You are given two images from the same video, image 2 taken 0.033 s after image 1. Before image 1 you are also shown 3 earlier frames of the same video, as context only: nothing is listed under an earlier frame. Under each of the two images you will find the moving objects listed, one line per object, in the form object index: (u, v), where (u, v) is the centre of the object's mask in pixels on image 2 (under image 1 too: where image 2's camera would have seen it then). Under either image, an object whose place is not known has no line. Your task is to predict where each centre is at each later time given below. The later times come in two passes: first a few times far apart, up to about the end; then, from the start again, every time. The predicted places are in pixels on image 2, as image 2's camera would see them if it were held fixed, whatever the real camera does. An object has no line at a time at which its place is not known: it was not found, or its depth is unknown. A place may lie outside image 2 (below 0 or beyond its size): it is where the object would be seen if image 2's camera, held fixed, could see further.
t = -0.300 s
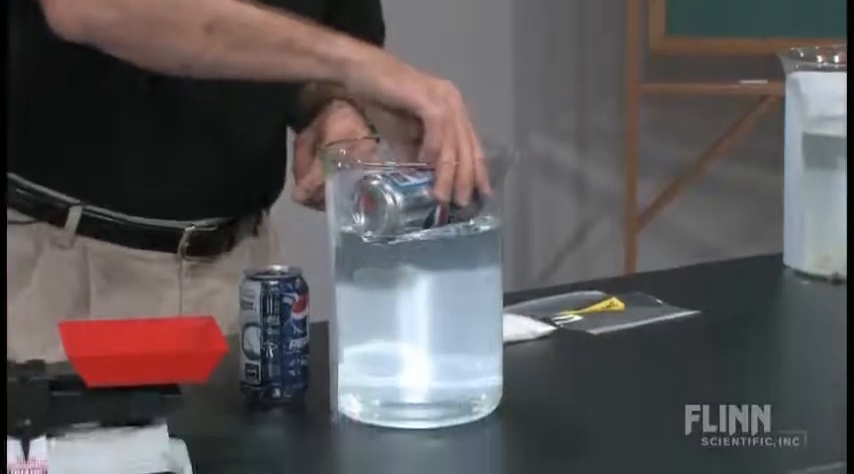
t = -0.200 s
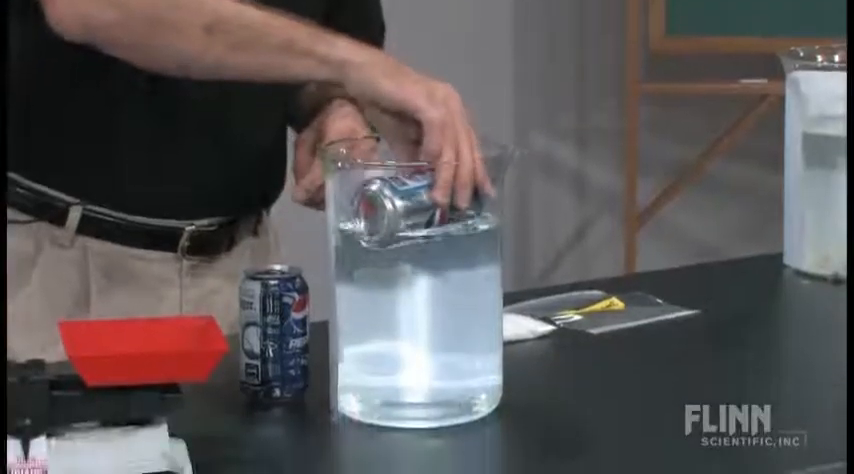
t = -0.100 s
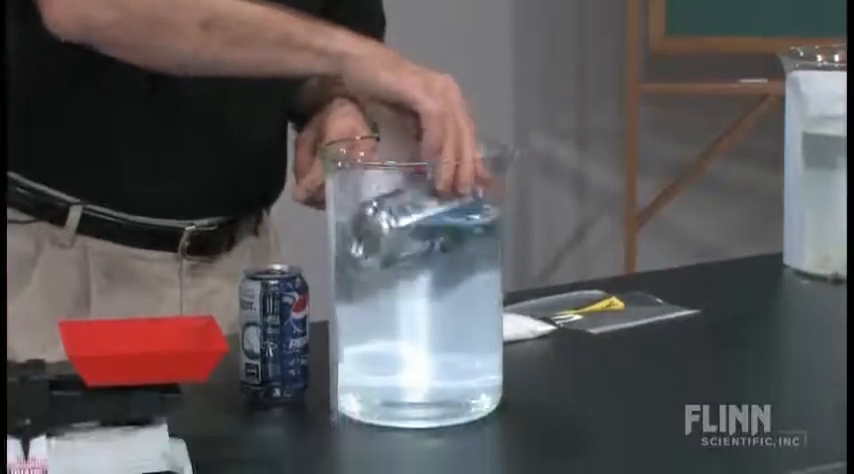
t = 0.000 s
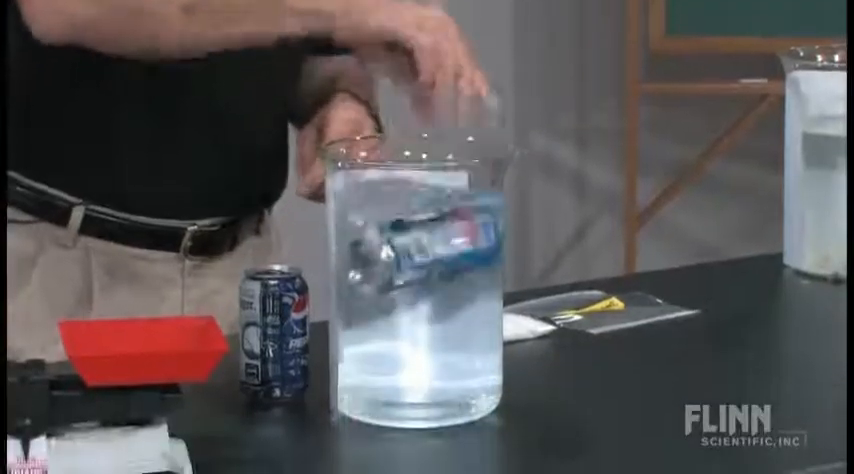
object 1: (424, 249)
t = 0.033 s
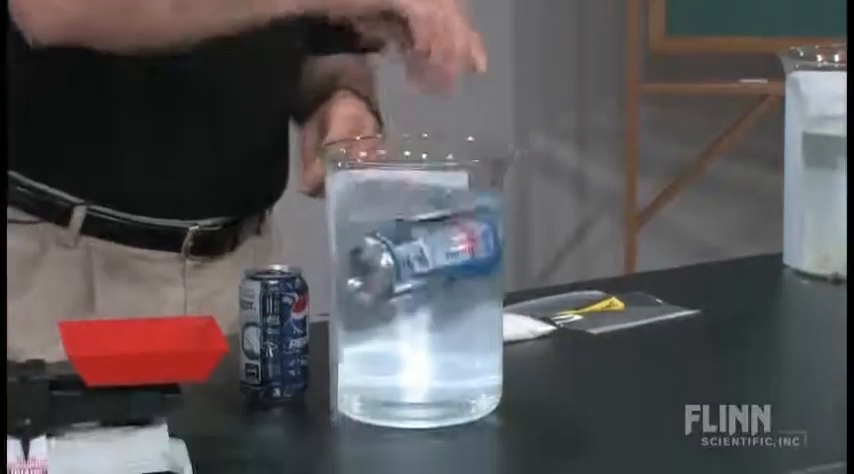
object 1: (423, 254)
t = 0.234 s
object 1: (423, 289)
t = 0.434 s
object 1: (424, 307)
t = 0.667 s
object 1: (424, 316)
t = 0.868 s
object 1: (423, 319)
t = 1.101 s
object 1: (422, 310)
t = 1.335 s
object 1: (418, 293)
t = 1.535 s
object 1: (415, 279)
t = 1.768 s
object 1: (407, 255)
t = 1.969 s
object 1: (407, 261)
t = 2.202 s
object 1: (407, 263)
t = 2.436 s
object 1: (406, 263)
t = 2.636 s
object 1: (408, 270)
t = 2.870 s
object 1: (409, 269)
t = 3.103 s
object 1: (409, 268)
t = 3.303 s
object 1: (410, 265)
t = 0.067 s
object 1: (422, 265)
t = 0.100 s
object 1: (421, 270)
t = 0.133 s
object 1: (421, 276)
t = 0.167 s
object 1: (421, 281)
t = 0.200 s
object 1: (422, 285)
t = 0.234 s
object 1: (423, 289)
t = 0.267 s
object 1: (424, 291)
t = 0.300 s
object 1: (424, 295)
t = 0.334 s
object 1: (424, 299)
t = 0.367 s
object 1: (423, 302)
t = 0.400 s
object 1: (423, 305)
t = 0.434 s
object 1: (424, 307)
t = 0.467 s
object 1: (425, 309)
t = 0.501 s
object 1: (424, 310)
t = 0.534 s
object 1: (425, 312)
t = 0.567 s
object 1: (424, 314)
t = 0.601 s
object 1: (423, 315)
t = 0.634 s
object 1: (424, 316)
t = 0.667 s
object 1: (424, 316)
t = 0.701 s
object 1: (424, 317)
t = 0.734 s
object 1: (424, 317)
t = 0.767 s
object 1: (424, 318)
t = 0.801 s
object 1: (424, 318)
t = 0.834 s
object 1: (423, 319)
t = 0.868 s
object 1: (423, 319)
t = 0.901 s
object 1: (424, 318)
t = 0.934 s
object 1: (424, 318)
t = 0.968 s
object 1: (423, 317)
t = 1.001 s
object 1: (423, 315)
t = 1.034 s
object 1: (423, 314)
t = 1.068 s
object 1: (422, 312)
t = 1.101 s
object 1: (422, 310)
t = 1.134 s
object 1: (422, 308)
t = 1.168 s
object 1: (422, 306)
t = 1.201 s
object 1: (421, 304)
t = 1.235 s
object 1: (420, 302)
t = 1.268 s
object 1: (421, 304)
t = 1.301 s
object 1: (418, 298)
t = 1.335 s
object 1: (418, 293)
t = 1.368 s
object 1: (416, 289)
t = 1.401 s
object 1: (415, 286)
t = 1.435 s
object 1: (414, 282)
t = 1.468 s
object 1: (414, 280)
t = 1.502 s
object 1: (414, 278)
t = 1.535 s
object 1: (415, 279)
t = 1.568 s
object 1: (412, 274)
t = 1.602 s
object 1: (410, 264)
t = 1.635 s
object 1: (409, 260)
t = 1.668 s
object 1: (408, 258)
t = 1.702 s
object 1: (407, 256)
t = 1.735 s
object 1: (407, 255)
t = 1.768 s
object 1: (407, 255)
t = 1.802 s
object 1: (407, 255)
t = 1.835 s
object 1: (407, 256)
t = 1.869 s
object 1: (407, 257)
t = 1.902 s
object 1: (407, 259)
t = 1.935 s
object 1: (407, 260)
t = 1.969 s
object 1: (407, 261)
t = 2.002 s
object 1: (408, 262)
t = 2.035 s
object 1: (408, 263)
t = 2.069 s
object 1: (407, 263)
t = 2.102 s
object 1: (407, 263)
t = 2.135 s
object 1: (408, 264)
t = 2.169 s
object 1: (408, 264)
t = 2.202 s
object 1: (407, 263)
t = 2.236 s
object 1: (407, 263)
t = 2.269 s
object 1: (407, 264)
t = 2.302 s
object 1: (408, 264)
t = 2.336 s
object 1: (408, 264)
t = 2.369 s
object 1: (407, 263)
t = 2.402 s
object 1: (406, 263)
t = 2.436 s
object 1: (406, 263)
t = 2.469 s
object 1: (408, 266)
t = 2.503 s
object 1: (408, 267)
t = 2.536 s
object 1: (408, 267)
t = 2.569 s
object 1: (408, 267)
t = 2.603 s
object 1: (408, 269)
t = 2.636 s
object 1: (408, 270)
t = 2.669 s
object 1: (408, 269)
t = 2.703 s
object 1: (408, 270)
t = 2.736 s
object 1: (408, 271)
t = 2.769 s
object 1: (408, 272)
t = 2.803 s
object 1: (408, 272)
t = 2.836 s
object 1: (409, 272)
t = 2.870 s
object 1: (409, 269)
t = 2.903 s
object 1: (409, 269)
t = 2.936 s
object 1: (409, 270)
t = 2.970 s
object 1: (409, 271)
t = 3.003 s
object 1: (408, 272)
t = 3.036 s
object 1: (408, 271)
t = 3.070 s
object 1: (408, 269)
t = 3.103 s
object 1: (409, 268)
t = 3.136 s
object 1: (409, 268)
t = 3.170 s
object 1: (409, 267)
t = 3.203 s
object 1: (409, 267)
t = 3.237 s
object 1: (410, 266)
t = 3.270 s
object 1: (410, 265)
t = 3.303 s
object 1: (410, 265)
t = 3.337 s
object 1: (410, 265)
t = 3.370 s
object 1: (410, 265)
